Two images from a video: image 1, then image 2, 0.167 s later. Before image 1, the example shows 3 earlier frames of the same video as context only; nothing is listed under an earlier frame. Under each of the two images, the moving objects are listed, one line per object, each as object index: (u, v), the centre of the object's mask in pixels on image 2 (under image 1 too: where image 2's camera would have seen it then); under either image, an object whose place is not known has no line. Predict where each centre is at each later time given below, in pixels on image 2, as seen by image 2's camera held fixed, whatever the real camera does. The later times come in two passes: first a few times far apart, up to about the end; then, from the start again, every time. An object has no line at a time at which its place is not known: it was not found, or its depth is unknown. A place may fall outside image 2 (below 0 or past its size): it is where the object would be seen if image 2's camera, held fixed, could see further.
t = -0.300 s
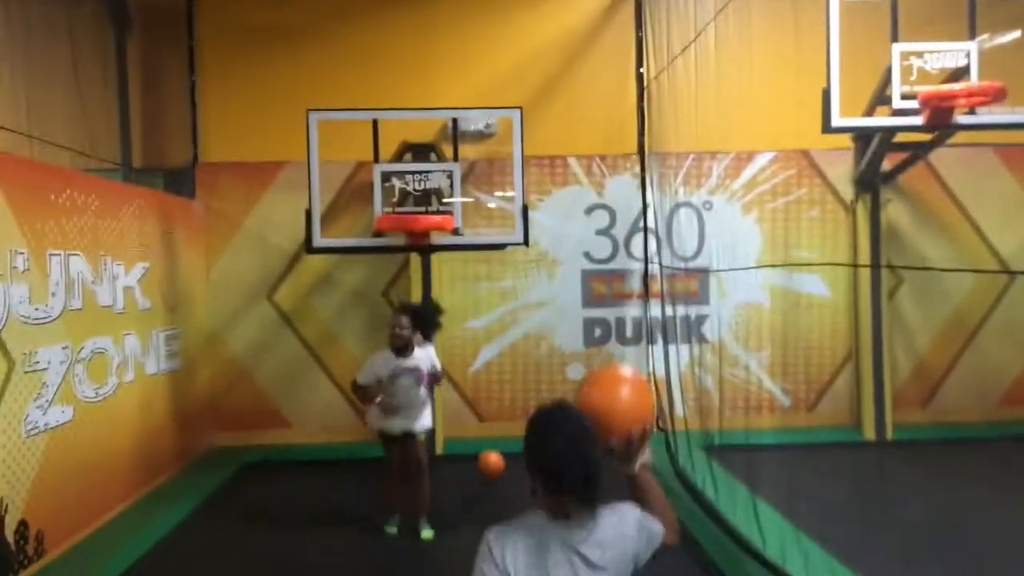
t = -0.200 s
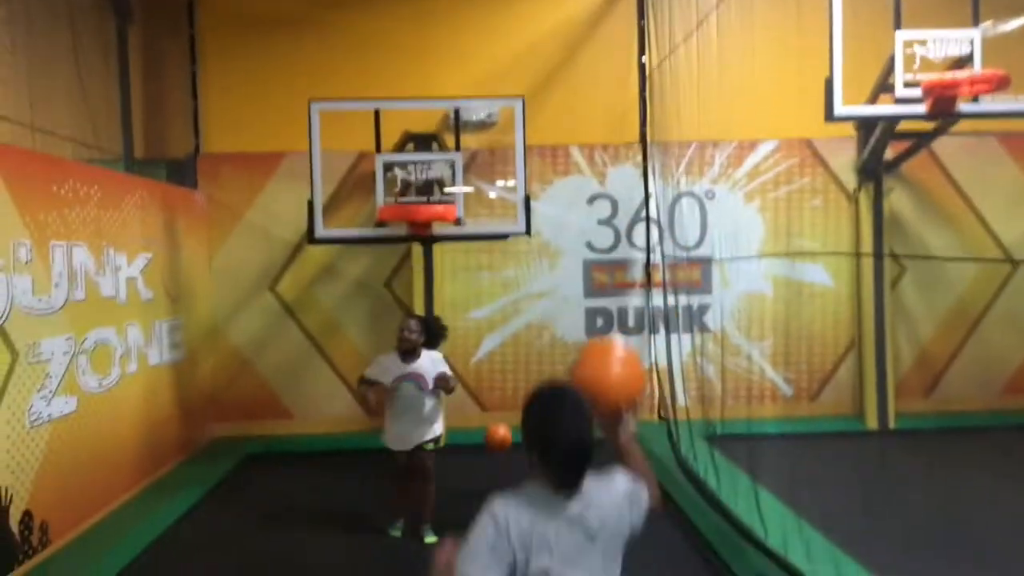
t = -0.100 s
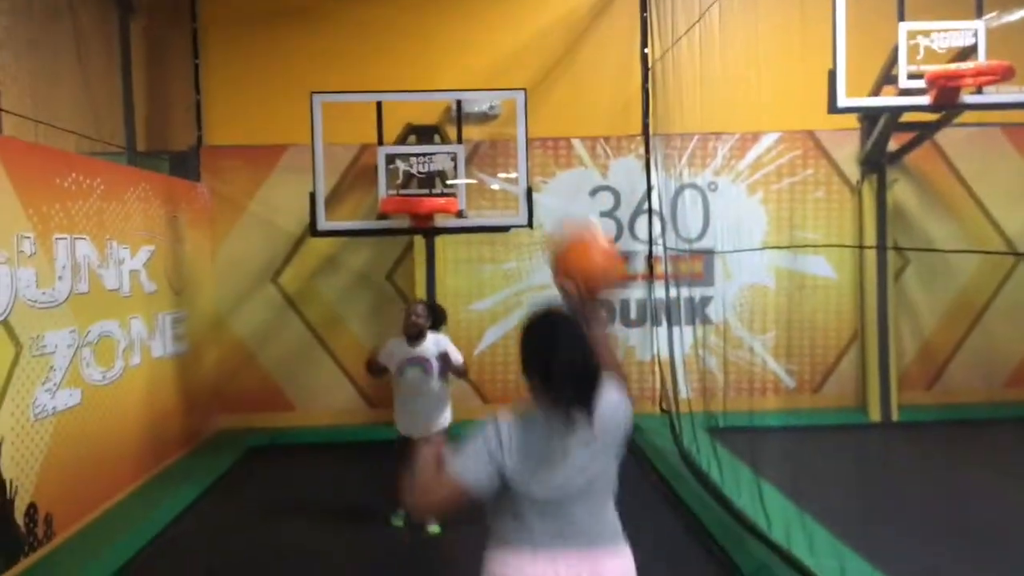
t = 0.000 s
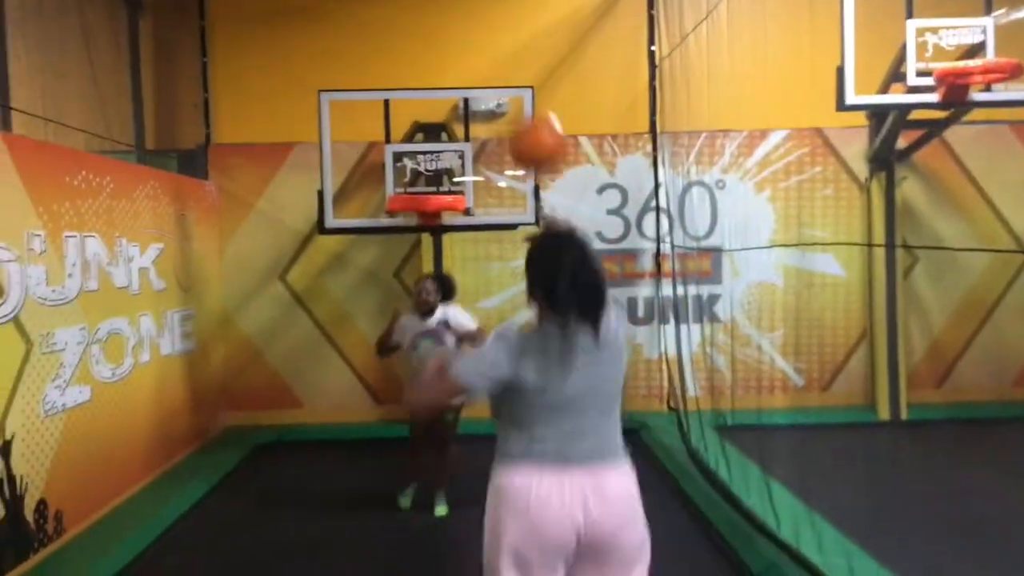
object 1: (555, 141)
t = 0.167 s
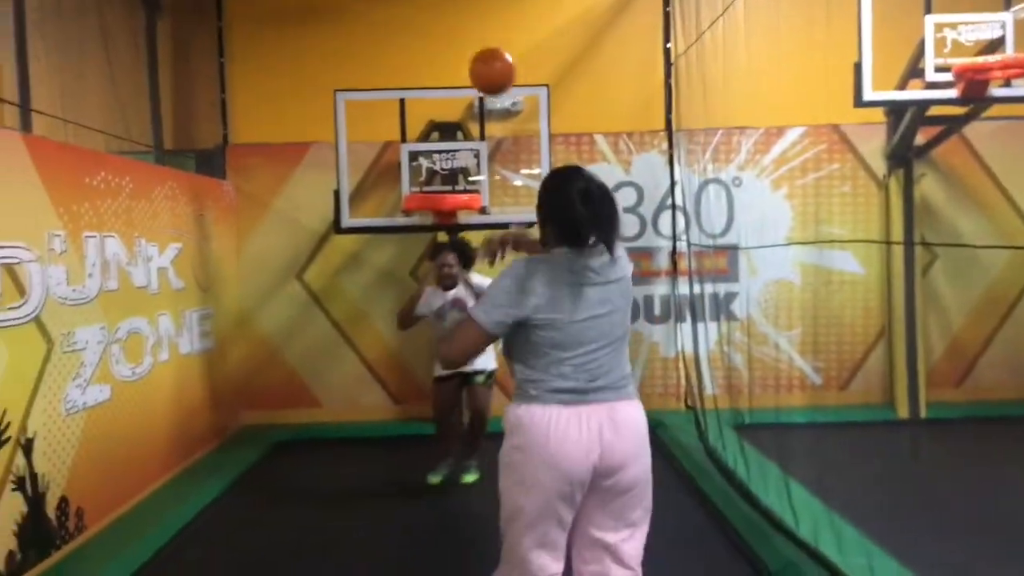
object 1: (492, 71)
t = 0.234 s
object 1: (475, 66)
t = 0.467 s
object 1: (438, 111)
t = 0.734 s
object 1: (457, 177)
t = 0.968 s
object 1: (556, 179)
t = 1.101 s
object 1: (601, 200)
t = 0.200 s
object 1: (483, 67)
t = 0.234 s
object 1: (475, 66)
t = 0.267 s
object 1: (468, 67)
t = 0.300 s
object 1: (461, 70)
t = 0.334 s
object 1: (456, 76)
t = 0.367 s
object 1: (451, 82)
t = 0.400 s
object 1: (446, 91)
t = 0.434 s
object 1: (442, 100)
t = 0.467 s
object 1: (438, 111)
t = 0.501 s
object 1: (434, 123)
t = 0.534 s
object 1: (431, 134)
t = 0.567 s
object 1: (429, 148)
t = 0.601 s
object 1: (426, 166)
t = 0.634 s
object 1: (424, 179)
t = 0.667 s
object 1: (428, 184)
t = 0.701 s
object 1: (442, 180)
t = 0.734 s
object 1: (457, 177)
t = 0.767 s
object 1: (470, 174)
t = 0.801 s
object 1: (487, 170)
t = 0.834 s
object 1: (502, 169)
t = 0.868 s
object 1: (515, 171)
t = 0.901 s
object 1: (528, 174)
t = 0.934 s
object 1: (543, 178)
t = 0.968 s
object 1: (556, 179)
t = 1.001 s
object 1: (566, 181)
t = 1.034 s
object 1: (579, 187)
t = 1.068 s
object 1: (590, 192)
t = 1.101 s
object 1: (601, 200)
